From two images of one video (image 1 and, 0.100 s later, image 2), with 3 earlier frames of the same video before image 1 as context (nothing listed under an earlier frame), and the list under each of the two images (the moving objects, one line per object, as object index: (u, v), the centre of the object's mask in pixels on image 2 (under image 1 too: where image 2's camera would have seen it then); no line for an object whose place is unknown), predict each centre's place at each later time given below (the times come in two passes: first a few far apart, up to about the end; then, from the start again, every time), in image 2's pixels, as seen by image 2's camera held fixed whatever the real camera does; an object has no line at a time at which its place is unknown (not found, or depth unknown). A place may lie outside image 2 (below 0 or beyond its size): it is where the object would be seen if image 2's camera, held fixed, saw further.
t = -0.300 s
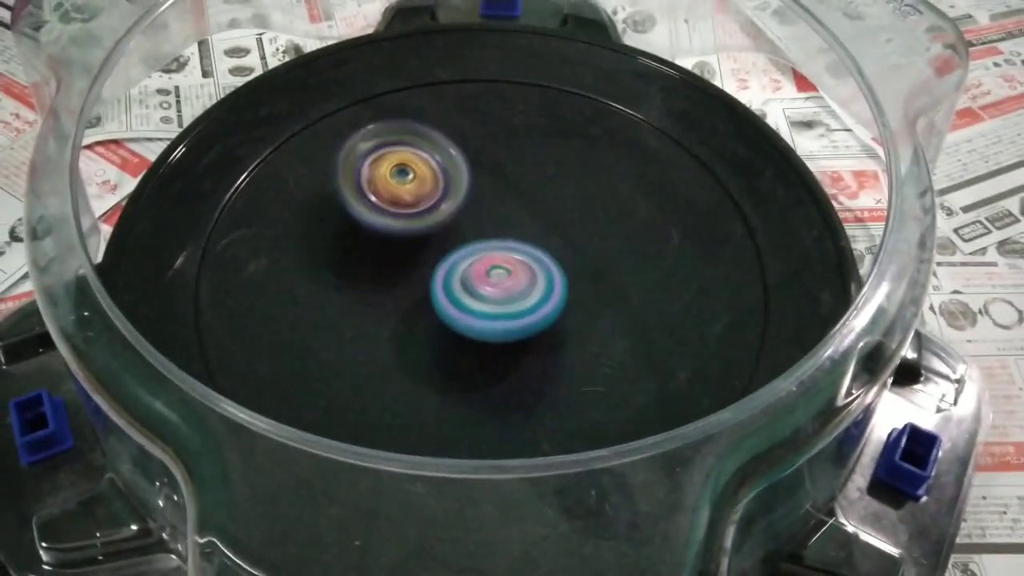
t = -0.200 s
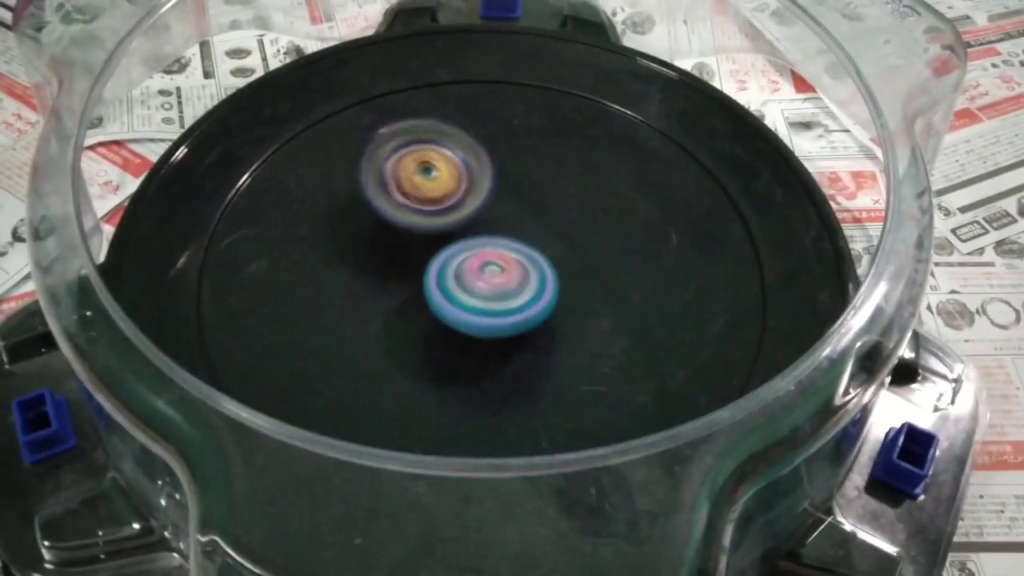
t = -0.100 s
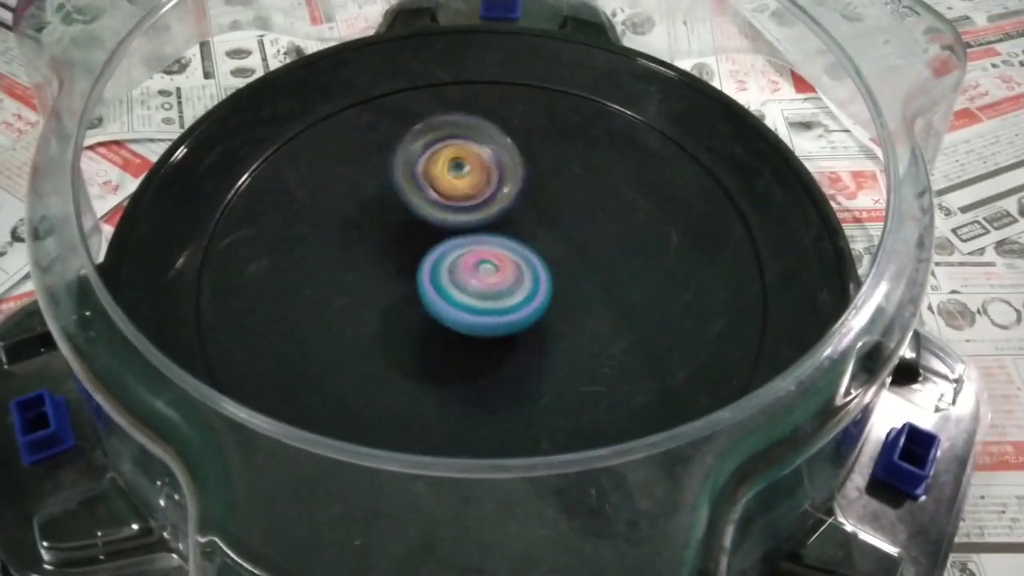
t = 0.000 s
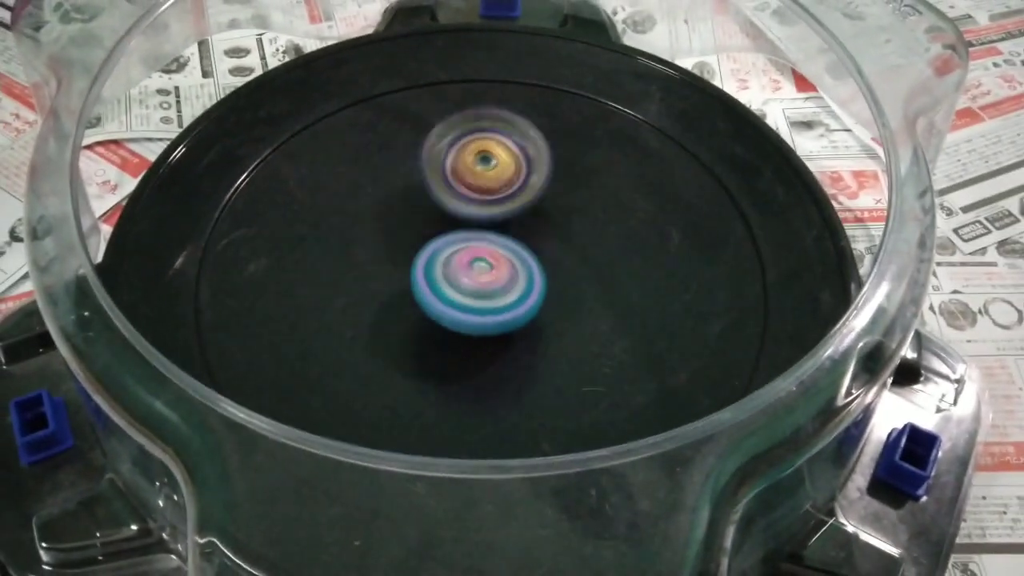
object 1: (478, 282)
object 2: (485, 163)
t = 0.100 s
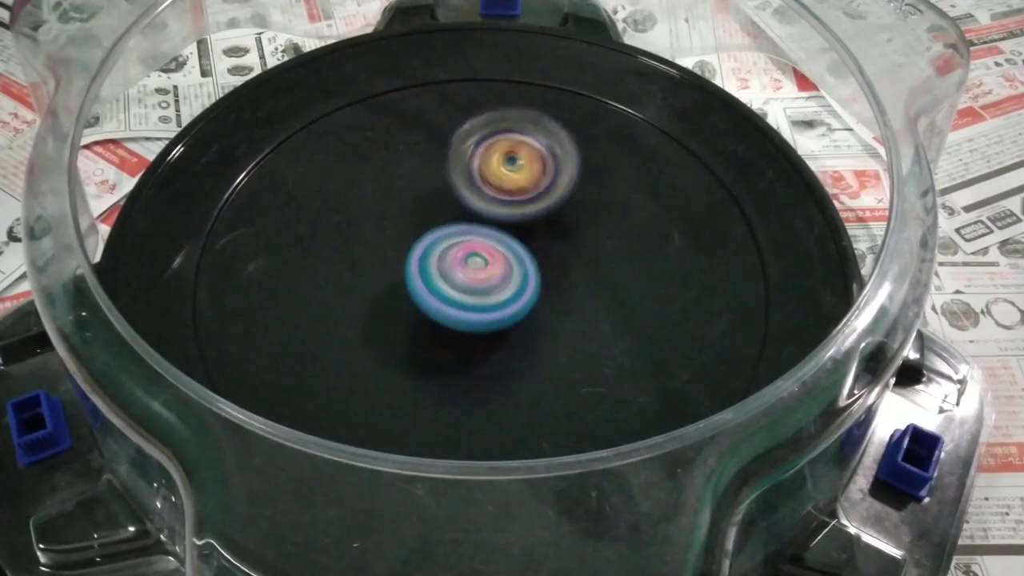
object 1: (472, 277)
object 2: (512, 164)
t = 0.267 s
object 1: (465, 270)
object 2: (551, 171)
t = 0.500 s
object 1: (462, 252)
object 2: (592, 200)
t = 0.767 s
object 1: (478, 244)
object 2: (627, 255)
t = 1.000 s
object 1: (466, 214)
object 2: (634, 325)
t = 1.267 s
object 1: (472, 229)
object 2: (593, 373)
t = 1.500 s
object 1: (483, 248)
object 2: (505, 356)
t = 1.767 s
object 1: (490, 229)
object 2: (432, 324)
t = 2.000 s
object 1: (563, 170)
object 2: (354, 300)
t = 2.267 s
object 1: (567, 187)
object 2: (402, 248)
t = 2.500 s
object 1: (591, 255)
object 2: (433, 219)
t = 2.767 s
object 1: (494, 338)
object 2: (498, 217)
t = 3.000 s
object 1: (385, 319)
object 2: (532, 210)
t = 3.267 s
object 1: (371, 246)
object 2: (529, 241)
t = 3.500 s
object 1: (446, 194)
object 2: (502, 278)
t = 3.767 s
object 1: (560, 196)
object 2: (451, 292)
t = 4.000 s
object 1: (598, 255)
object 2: (437, 273)
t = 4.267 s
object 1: (536, 340)
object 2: (461, 238)
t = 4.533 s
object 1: (414, 337)
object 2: (507, 216)
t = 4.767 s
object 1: (381, 263)
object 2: (531, 220)
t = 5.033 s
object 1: (446, 188)
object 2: (523, 258)
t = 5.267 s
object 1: (542, 188)
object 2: (486, 282)
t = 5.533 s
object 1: (585, 267)
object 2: (445, 281)
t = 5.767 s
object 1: (527, 346)
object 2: (442, 253)
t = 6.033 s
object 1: (397, 328)
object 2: (468, 224)
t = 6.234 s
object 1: (383, 247)
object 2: (508, 226)
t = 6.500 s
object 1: (470, 185)
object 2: (531, 267)
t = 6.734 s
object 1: (562, 209)
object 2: (500, 291)
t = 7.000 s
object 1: (612, 303)
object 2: (463, 255)
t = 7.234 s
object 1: (603, 344)
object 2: (482, 222)
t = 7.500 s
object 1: (510, 366)
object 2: (519, 223)
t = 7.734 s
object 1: (500, 368)
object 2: (532, 251)
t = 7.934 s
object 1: (532, 361)
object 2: (508, 254)
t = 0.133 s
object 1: (469, 277)
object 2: (520, 165)
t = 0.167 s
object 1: (467, 276)
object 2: (529, 165)
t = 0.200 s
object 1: (466, 274)
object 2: (537, 167)
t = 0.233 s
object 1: (465, 272)
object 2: (544, 168)
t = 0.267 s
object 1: (465, 270)
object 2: (551, 171)
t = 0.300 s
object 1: (465, 267)
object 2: (557, 175)
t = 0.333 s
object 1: (465, 265)
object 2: (563, 179)
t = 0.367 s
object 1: (462, 263)
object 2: (571, 182)
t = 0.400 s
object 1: (460, 260)
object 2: (578, 186)
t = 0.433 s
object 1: (460, 257)
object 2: (583, 189)
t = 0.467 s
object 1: (461, 255)
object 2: (588, 195)
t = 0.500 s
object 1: (462, 252)
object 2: (592, 200)
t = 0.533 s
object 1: (464, 251)
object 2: (595, 207)
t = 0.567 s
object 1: (463, 249)
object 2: (601, 215)
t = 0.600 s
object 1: (464, 248)
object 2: (605, 222)
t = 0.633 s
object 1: (465, 247)
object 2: (611, 229)
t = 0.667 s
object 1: (468, 246)
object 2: (617, 236)
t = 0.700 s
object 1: (471, 245)
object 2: (622, 243)
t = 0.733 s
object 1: (474, 245)
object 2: (624, 249)
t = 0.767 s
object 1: (478, 244)
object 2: (627, 255)
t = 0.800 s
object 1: (482, 245)
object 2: (627, 262)
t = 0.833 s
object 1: (486, 245)
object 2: (624, 269)
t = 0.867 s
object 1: (489, 245)
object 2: (619, 275)
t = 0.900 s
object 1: (491, 244)
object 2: (616, 286)
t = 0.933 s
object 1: (479, 230)
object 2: (628, 304)
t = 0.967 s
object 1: (470, 219)
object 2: (632, 318)
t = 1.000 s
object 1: (466, 214)
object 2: (634, 325)
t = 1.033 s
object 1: (466, 212)
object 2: (636, 332)
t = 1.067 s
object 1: (467, 212)
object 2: (637, 340)
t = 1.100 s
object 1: (468, 213)
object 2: (635, 348)
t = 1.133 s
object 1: (468, 215)
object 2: (631, 355)
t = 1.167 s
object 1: (469, 218)
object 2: (626, 362)
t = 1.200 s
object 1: (469, 222)
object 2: (616, 368)
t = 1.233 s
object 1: (470, 225)
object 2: (605, 372)
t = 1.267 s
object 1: (472, 229)
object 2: (593, 373)
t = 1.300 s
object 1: (474, 233)
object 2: (579, 373)
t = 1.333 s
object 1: (475, 237)
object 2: (566, 371)
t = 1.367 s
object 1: (476, 241)
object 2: (554, 369)
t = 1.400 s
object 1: (478, 244)
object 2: (541, 365)
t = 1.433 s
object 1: (479, 248)
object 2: (529, 361)
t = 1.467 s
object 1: (480, 251)
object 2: (518, 356)
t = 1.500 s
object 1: (483, 248)
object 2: (505, 356)
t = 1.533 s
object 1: (485, 235)
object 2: (494, 362)
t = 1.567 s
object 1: (487, 227)
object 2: (483, 361)
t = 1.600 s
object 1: (490, 225)
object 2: (473, 357)
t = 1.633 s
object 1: (492, 224)
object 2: (461, 353)
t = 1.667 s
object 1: (492, 224)
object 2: (453, 347)
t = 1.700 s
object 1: (492, 225)
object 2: (444, 340)
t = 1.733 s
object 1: (491, 227)
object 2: (437, 332)
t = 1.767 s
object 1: (490, 229)
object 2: (432, 324)
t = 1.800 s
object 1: (494, 227)
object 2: (420, 319)
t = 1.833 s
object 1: (515, 207)
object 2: (394, 326)
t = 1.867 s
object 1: (535, 190)
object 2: (374, 326)
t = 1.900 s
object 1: (549, 181)
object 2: (363, 321)
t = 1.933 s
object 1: (556, 175)
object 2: (357, 313)
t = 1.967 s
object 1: (560, 172)
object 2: (355, 307)
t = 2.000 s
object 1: (563, 170)
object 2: (354, 300)
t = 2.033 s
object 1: (564, 169)
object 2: (356, 292)
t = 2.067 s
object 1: (566, 169)
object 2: (358, 284)
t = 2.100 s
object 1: (567, 170)
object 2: (363, 277)
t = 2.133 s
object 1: (567, 172)
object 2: (369, 270)
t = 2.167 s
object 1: (568, 175)
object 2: (376, 264)
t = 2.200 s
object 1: (568, 178)
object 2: (384, 257)
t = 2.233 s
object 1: (568, 182)
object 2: (392, 252)
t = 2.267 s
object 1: (567, 187)
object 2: (402, 248)
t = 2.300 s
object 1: (565, 192)
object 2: (413, 244)
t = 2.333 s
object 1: (563, 197)
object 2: (423, 241)
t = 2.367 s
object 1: (560, 203)
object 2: (435, 238)
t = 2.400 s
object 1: (560, 209)
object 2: (442, 235)
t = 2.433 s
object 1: (570, 220)
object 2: (436, 228)
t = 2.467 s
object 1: (585, 237)
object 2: (430, 223)
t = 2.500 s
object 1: (591, 255)
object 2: (433, 219)
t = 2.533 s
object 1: (591, 273)
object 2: (441, 218)
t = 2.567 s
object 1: (583, 286)
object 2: (450, 220)
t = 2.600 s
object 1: (573, 297)
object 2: (456, 220)
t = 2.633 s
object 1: (562, 306)
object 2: (466, 222)
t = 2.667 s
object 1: (548, 314)
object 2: (473, 223)
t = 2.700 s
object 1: (533, 323)
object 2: (481, 222)
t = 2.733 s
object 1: (514, 332)
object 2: (492, 218)
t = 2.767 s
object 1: (494, 338)
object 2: (498, 217)
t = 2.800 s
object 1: (475, 340)
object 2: (503, 213)
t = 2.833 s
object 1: (456, 340)
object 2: (509, 212)
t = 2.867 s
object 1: (440, 339)
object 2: (515, 209)
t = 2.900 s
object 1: (422, 335)
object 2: (520, 209)
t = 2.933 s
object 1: (408, 331)
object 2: (526, 208)
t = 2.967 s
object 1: (395, 325)
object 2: (528, 209)
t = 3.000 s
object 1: (385, 319)
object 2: (532, 210)
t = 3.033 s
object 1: (376, 310)
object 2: (532, 212)
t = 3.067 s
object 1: (370, 302)
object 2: (535, 213)
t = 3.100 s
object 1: (365, 293)
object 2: (534, 217)
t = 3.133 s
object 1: (364, 284)
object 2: (535, 221)
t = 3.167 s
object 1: (363, 274)
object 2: (534, 227)
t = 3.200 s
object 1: (365, 265)
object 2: (534, 230)
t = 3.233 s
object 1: (367, 255)
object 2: (531, 238)
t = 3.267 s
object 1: (371, 246)
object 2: (529, 241)
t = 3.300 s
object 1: (377, 237)
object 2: (527, 248)
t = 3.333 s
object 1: (385, 230)
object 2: (523, 253)
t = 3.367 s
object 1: (394, 222)
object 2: (520, 259)
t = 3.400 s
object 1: (404, 214)
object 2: (517, 263)
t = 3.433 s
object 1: (417, 206)
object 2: (513, 269)
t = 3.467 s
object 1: (431, 199)
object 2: (508, 274)
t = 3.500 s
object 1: (446, 194)
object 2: (502, 278)
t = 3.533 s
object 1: (463, 189)
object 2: (496, 283)
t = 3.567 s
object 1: (479, 184)
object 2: (488, 284)
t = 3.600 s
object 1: (495, 185)
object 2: (482, 288)
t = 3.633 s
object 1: (509, 185)
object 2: (475, 289)
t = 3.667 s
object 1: (524, 186)
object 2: (469, 289)
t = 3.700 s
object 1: (537, 189)
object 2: (463, 291)
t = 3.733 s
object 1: (549, 192)
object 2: (457, 291)
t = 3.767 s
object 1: (560, 196)
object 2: (451, 292)
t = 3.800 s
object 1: (570, 201)
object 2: (448, 290)
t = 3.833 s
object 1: (578, 207)
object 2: (443, 289)
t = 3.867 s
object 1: (585, 214)
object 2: (441, 287)
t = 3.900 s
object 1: (591, 223)
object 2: (439, 285)
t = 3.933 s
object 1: (595, 233)
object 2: (438, 282)
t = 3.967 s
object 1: (598, 244)
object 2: (437, 279)
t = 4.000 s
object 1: (598, 255)
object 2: (437, 273)
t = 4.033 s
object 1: (597, 267)
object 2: (438, 270)
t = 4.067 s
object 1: (595, 279)
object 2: (439, 264)
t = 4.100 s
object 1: (590, 291)
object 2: (443, 260)
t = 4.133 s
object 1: (583, 301)
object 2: (444, 255)
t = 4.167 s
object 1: (575, 313)
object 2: (449, 251)
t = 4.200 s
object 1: (564, 323)
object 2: (452, 247)
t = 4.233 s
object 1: (550, 333)
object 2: (458, 241)
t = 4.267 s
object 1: (536, 340)
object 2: (461, 238)
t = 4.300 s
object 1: (519, 346)
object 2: (467, 234)
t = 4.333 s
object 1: (503, 350)
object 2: (471, 231)
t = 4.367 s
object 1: (485, 353)
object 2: (477, 227)
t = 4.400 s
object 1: (470, 353)
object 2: (483, 225)
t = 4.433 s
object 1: (453, 352)
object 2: (490, 221)
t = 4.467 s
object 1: (439, 349)
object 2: (495, 220)
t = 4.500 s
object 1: (426, 344)
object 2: (501, 217)
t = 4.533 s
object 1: (414, 337)
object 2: (507, 216)
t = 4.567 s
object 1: (404, 329)
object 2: (513, 215)
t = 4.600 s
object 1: (395, 319)
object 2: (517, 215)
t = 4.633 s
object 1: (389, 310)
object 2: (523, 214)
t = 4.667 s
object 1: (384, 297)
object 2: (525, 216)
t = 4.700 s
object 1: (382, 286)
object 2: (528, 216)
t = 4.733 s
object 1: (381, 275)
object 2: (530, 219)
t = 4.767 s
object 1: (381, 263)
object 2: (531, 220)
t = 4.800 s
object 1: (384, 251)
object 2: (532, 225)
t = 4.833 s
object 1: (388, 240)
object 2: (531, 227)
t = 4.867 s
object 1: (396, 230)
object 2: (533, 233)
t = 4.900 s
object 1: (402, 219)
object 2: (531, 236)
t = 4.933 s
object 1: (411, 211)
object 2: (531, 242)
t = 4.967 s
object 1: (422, 202)
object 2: (529, 247)
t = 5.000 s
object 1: (432, 194)
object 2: (527, 253)
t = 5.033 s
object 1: (446, 188)
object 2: (523, 258)
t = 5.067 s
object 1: (461, 182)
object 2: (520, 264)
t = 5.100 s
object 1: (478, 180)
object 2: (514, 270)
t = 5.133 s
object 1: (492, 177)
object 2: (509, 272)
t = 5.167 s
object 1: (505, 177)
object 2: (503, 275)
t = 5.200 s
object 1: (518, 179)
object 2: (498, 279)
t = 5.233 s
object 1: (531, 182)
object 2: (491, 280)
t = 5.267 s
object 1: (542, 188)
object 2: (486, 282)
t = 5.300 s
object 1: (554, 194)
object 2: (480, 284)
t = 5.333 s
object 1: (563, 202)
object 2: (473, 284)
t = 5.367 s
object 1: (572, 210)
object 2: (467, 286)
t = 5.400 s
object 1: (578, 220)
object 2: (462, 286)
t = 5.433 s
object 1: (581, 230)
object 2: (457, 286)
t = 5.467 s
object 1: (585, 242)
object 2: (451, 285)
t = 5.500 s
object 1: (586, 255)
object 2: (449, 284)
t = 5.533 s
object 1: (585, 267)
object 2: (445, 281)
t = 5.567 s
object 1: (584, 281)
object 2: (444, 280)
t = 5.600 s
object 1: (578, 293)
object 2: (441, 276)
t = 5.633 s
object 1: (572, 307)
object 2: (443, 274)
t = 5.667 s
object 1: (562, 317)
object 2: (440, 271)
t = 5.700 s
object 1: (552, 327)
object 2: (442, 266)
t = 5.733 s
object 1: (541, 339)
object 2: (441, 259)
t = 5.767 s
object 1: (527, 346)
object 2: (442, 253)
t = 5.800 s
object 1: (509, 351)
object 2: (444, 251)
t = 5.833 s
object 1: (491, 355)
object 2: (443, 246)
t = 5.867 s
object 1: (472, 356)
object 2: (446, 240)
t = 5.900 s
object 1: (454, 353)
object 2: (449, 236)
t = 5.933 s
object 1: (437, 350)
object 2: (454, 232)
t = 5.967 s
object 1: (422, 345)
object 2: (456, 229)
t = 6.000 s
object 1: (408, 337)
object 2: (462, 225)
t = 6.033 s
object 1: (397, 328)
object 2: (468, 224)
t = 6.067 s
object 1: (388, 317)
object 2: (474, 222)
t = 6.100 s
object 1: (381, 306)
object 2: (480, 222)
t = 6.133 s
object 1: (376, 283)
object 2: (492, 221)
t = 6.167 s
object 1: (375, 271)
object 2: (497, 223)
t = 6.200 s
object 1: (378, 259)
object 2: (503, 224)
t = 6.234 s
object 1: (383, 247)
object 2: (508, 226)
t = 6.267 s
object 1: (388, 237)
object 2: (516, 230)
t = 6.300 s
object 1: (397, 226)
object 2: (521, 236)
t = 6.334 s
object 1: (407, 217)
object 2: (522, 240)
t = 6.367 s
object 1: (417, 209)
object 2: (529, 245)
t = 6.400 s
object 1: (428, 200)
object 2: (532, 255)
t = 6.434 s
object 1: (444, 192)
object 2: (530, 262)
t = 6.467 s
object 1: (457, 188)
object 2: (529, 264)
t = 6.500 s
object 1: (470, 185)
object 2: (531, 267)
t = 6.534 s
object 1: (486, 185)
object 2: (530, 273)
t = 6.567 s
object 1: (500, 184)
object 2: (527, 279)
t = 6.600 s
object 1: (514, 186)
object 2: (523, 285)
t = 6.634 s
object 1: (528, 190)
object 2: (517, 288)
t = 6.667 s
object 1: (540, 193)
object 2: (513, 290)
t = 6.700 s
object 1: (552, 201)
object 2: (507, 292)
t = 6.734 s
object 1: (562, 209)
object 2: (500, 291)
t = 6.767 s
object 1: (572, 217)
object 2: (494, 289)
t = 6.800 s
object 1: (581, 228)
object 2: (486, 287)
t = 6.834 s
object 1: (587, 242)
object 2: (481, 284)
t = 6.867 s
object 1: (593, 256)
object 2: (474, 279)
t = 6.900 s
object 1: (598, 270)
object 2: (469, 274)
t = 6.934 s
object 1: (602, 282)
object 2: (465, 268)
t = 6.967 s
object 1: (607, 293)
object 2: (464, 262)
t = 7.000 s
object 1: (612, 303)
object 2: (463, 255)
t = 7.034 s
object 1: (615, 312)
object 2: (462, 250)
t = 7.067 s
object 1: (616, 320)
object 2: (464, 244)
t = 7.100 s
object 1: (616, 326)
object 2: (465, 238)
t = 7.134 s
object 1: (614, 332)
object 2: (468, 232)
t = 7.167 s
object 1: (611, 336)
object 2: (472, 229)
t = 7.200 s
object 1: (608, 340)
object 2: (476, 224)
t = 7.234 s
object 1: (603, 344)
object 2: (482, 222)
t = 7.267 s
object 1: (595, 347)
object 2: (487, 218)
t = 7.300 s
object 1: (586, 349)
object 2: (493, 216)
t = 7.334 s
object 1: (575, 352)
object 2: (499, 216)
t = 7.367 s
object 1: (562, 354)
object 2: (503, 216)
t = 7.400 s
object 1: (548, 357)
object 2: (509, 217)
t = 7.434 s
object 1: (532, 360)
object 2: (512, 219)
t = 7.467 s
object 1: (519, 363)
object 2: (515, 221)
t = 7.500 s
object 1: (510, 366)
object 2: (519, 223)
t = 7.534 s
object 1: (504, 369)
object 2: (521, 228)
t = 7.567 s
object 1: (502, 370)
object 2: (523, 232)
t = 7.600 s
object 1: (502, 370)
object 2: (526, 238)
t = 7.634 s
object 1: (503, 368)
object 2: (525, 247)
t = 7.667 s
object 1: (503, 369)
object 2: (526, 250)
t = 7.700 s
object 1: (500, 371)
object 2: (530, 249)
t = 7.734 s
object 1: (500, 368)
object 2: (532, 251)
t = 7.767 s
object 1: (503, 366)
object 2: (532, 252)
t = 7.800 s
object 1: (508, 363)
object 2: (528, 255)
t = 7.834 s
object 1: (515, 361)
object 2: (520, 258)
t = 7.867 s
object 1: (522, 360)
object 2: (515, 258)
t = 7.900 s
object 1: (528, 360)
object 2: (513, 257)
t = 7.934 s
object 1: (532, 361)
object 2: (508, 254)
